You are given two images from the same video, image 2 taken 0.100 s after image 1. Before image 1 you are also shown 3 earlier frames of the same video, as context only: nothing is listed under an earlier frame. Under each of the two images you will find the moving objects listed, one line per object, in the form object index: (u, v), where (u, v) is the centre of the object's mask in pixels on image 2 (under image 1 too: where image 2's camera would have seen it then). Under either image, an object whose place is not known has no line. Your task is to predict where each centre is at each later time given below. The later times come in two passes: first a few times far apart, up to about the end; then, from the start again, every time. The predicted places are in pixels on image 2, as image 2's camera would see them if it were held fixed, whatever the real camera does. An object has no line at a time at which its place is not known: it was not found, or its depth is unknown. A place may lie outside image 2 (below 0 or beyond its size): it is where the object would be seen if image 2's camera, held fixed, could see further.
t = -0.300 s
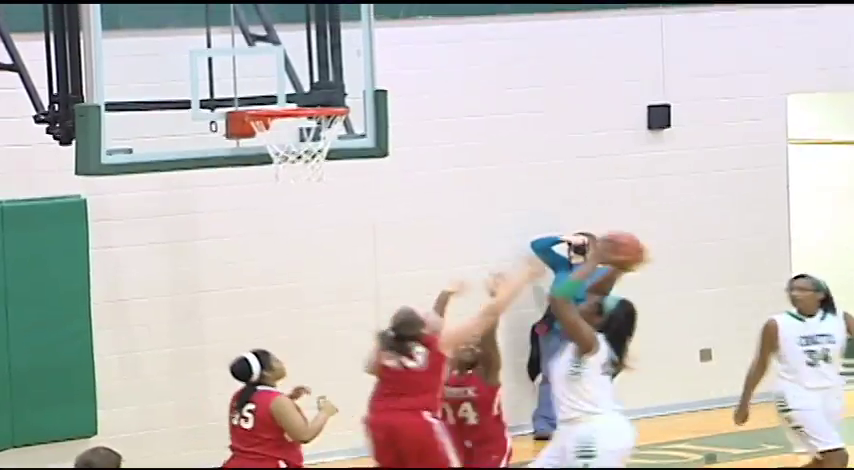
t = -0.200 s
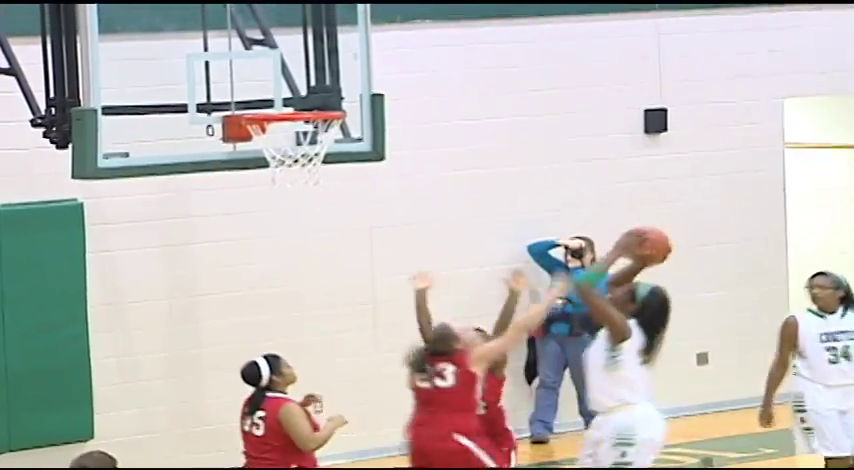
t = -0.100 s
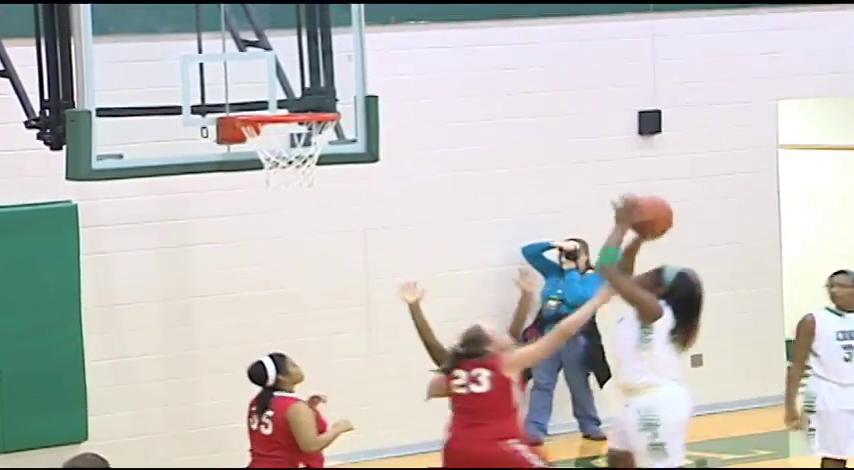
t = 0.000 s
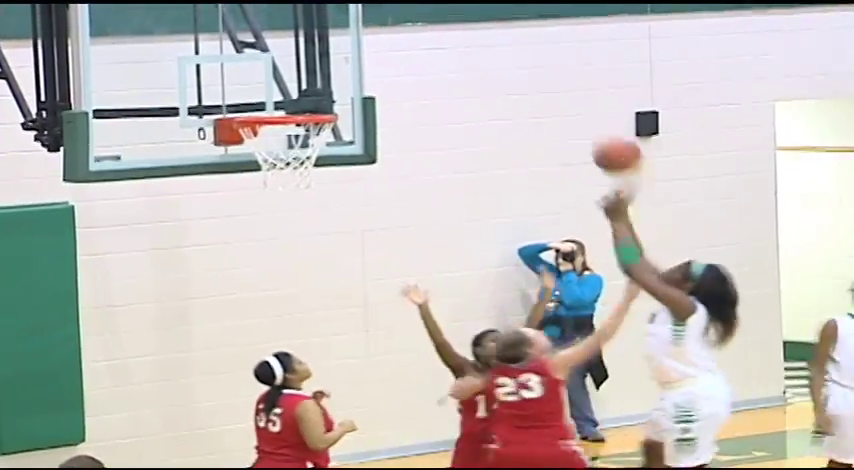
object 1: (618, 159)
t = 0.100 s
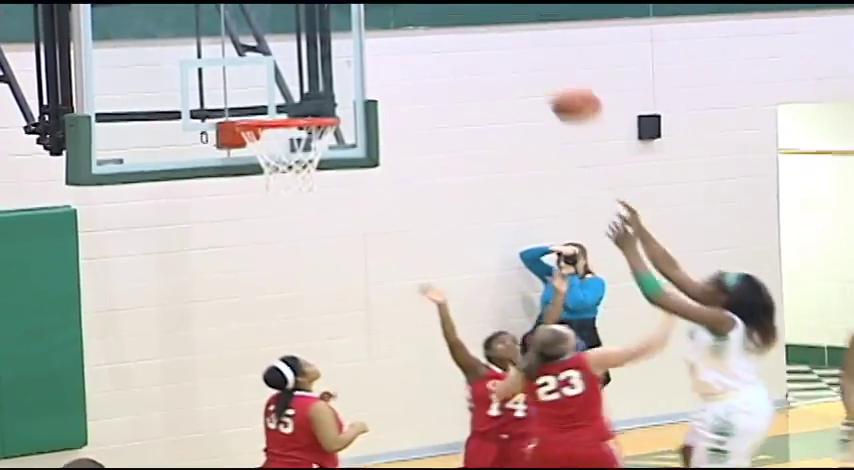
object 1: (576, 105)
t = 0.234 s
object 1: (509, 45)
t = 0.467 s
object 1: (396, 11)
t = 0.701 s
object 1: (296, 58)
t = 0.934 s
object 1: (243, 62)
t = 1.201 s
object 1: (248, 66)
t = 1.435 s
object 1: (287, 107)
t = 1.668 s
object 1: (265, 141)
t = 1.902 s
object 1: (257, 175)
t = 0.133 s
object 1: (560, 89)
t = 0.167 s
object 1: (543, 73)
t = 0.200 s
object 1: (527, 58)
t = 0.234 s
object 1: (509, 45)
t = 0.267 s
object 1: (492, 35)
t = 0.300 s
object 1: (474, 26)
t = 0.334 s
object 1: (457, 19)
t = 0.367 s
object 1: (442, 15)
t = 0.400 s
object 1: (427, 11)
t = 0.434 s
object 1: (410, 10)
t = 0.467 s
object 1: (396, 11)
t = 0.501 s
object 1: (380, 14)
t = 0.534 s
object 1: (366, 18)
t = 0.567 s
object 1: (351, 23)
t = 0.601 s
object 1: (336, 29)
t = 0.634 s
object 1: (324, 36)
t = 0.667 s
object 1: (310, 46)
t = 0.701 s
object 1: (296, 58)
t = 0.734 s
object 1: (281, 71)
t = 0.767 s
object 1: (266, 87)
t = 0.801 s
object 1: (252, 100)
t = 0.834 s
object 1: (248, 90)
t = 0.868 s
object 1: (243, 78)
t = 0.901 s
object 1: (243, 69)
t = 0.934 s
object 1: (243, 62)
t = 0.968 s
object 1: (244, 56)
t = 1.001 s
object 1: (244, 53)
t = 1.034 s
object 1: (245, 51)
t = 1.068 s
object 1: (245, 51)
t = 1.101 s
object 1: (246, 53)
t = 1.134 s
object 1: (247, 55)
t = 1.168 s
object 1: (248, 61)
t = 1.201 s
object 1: (248, 66)
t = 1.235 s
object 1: (251, 75)
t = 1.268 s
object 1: (251, 85)
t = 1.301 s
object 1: (253, 98)
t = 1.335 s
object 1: (255, 108)
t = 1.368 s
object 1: (265, 107)
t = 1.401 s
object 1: (276, 107)
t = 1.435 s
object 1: (287, 107)
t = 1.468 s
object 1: (299, 108)
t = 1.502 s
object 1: (309, 110)
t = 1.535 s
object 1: (303, 111)
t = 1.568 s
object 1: (294, 112)
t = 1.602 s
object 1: (285, 114)
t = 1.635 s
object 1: (276, 131)
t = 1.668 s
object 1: (265, 141)
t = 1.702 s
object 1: (256, 144)
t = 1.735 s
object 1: (253, 146)
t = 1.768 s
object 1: (249, 148)
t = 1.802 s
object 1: (250, 153)
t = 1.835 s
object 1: (251, 163)
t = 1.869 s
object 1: (254, 168)
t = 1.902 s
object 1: (257, 175)
